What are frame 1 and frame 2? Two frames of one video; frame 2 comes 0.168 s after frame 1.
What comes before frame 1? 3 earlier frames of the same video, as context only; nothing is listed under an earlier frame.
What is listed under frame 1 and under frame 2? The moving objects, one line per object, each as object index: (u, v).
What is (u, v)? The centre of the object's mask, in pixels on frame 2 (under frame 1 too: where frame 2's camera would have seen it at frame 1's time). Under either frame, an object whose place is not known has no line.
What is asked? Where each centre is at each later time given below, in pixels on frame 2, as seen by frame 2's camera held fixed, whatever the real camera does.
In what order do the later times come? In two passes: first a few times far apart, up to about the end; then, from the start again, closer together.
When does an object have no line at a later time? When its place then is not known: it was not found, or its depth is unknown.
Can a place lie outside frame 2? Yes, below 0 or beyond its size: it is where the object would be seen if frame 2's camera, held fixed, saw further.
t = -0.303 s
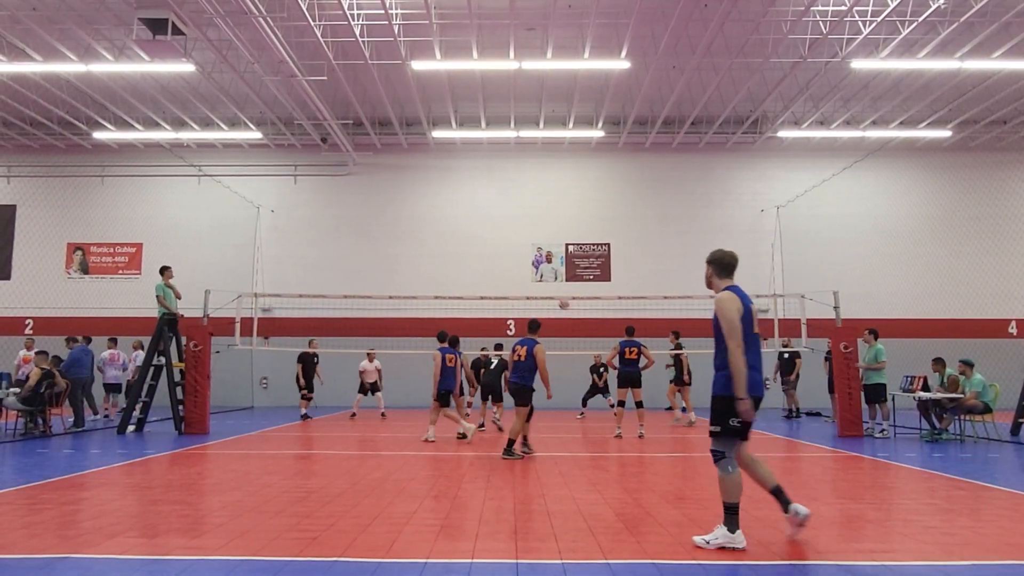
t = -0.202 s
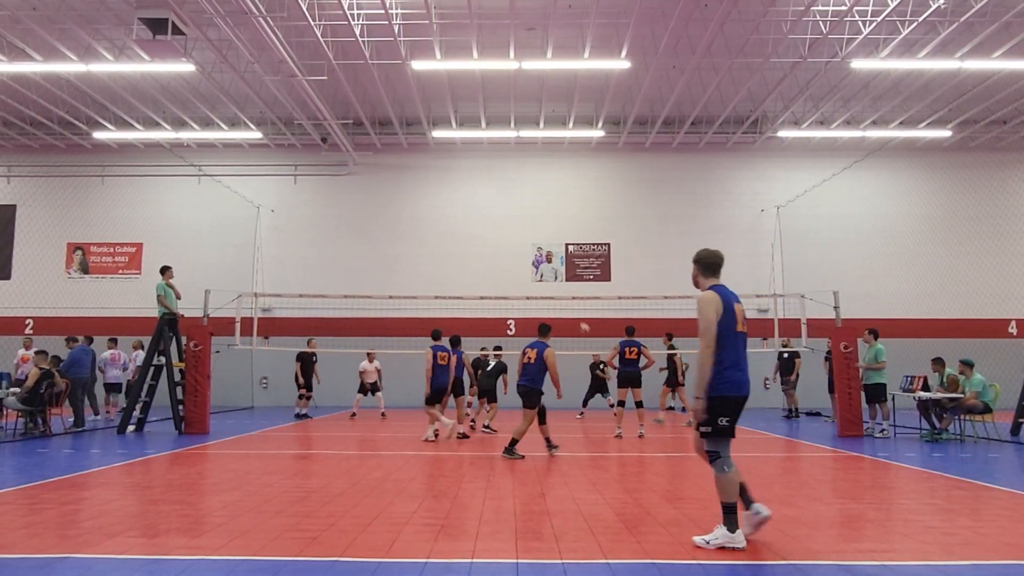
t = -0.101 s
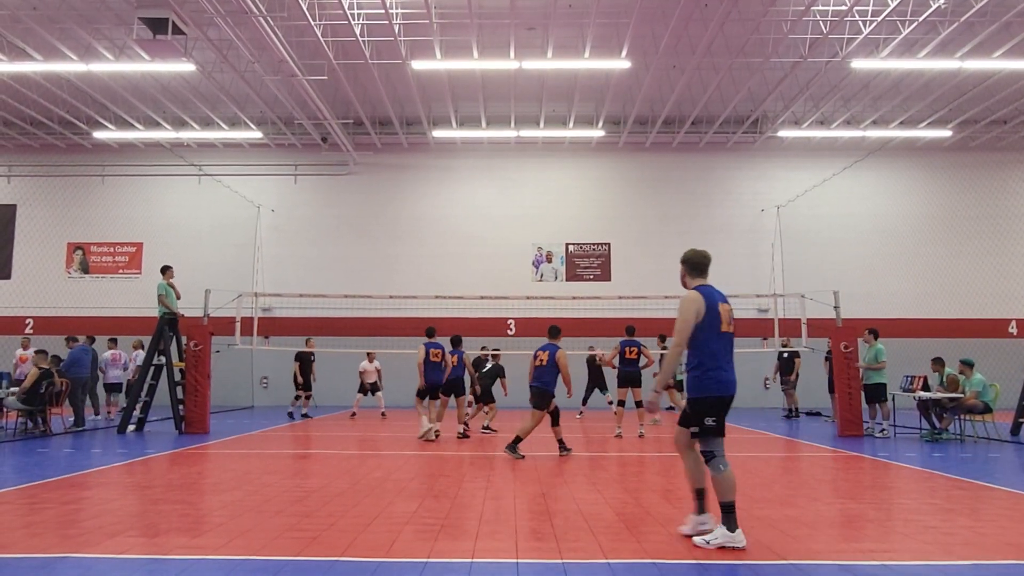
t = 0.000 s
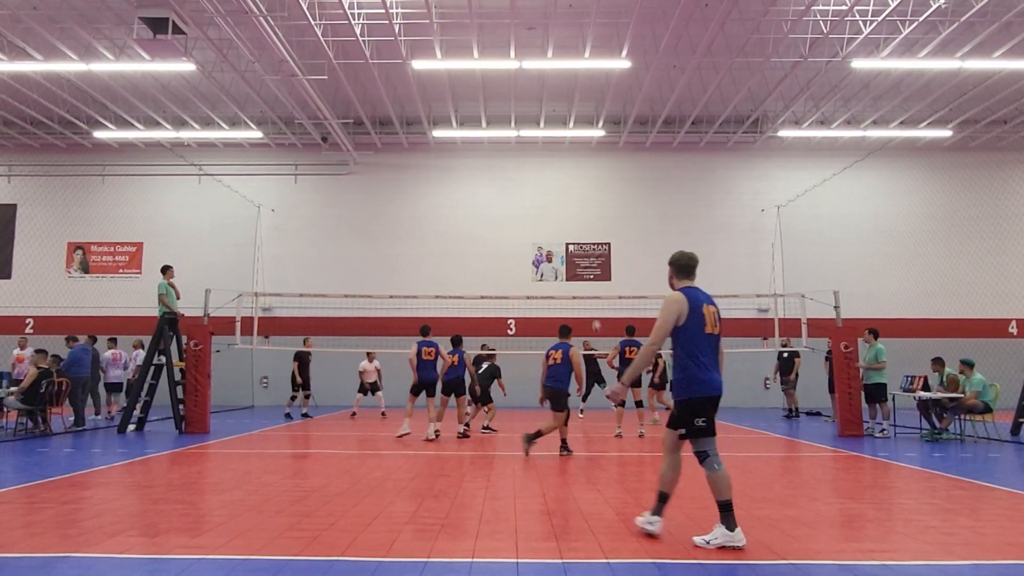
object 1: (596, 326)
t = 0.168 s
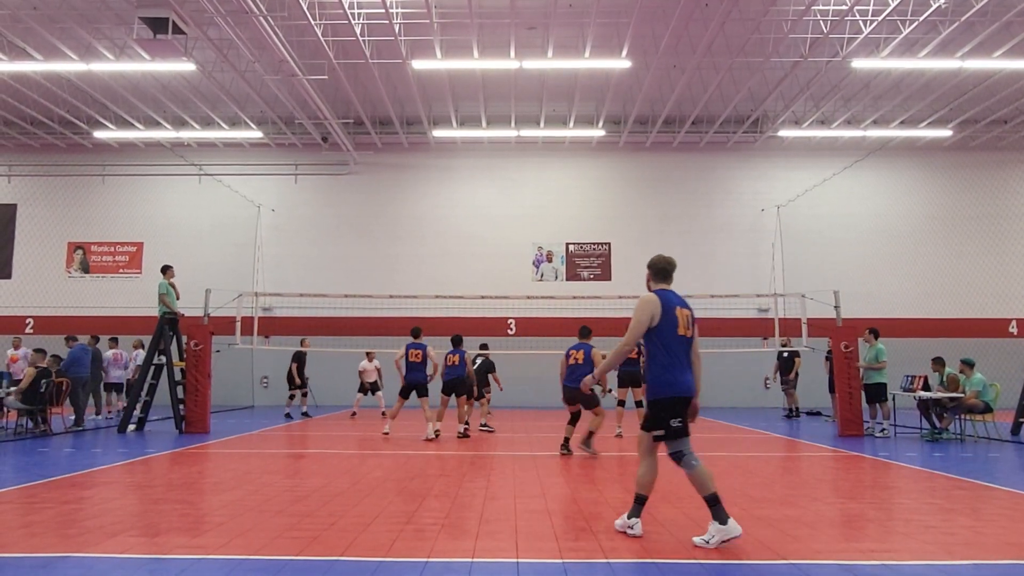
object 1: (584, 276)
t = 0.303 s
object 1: (577, 246)
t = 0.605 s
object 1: (560, 206)
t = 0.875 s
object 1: (546, 202)
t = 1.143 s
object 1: (531, 229)
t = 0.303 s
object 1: (577, 246)
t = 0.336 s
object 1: (575, 239)
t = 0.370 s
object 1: (573, 234)
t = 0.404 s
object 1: (571, 228)
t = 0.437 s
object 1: (569, 223)
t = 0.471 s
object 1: (567, 219)
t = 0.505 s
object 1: (565, 215)
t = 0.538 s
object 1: (564, 212)
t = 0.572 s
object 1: (562, 209)
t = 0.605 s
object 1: (560, 206)
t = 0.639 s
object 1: (558, 205)
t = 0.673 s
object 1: (556, 203)
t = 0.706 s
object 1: (555, 202)
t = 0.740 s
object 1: (553, 201)
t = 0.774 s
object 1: (551, 200)
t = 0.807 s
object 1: (549, 201)
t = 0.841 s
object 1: (548, 201)
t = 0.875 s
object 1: (546, 202)
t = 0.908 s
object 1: (544, 204)
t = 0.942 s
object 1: (543, 205)
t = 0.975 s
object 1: (541, 208)
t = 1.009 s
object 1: (538, 213)
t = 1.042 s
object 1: (536, 217)
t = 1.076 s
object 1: (534, 220)
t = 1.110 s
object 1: (533, 225)
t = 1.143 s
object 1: (531, 229)
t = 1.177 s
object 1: (530, 234)
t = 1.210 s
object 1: (528, 239)
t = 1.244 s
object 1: (526, 246)
